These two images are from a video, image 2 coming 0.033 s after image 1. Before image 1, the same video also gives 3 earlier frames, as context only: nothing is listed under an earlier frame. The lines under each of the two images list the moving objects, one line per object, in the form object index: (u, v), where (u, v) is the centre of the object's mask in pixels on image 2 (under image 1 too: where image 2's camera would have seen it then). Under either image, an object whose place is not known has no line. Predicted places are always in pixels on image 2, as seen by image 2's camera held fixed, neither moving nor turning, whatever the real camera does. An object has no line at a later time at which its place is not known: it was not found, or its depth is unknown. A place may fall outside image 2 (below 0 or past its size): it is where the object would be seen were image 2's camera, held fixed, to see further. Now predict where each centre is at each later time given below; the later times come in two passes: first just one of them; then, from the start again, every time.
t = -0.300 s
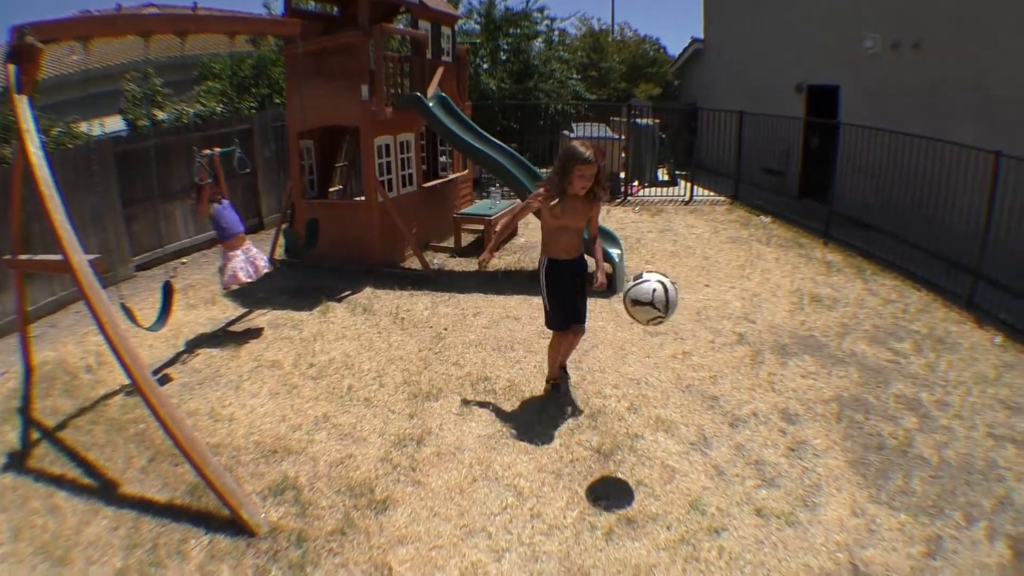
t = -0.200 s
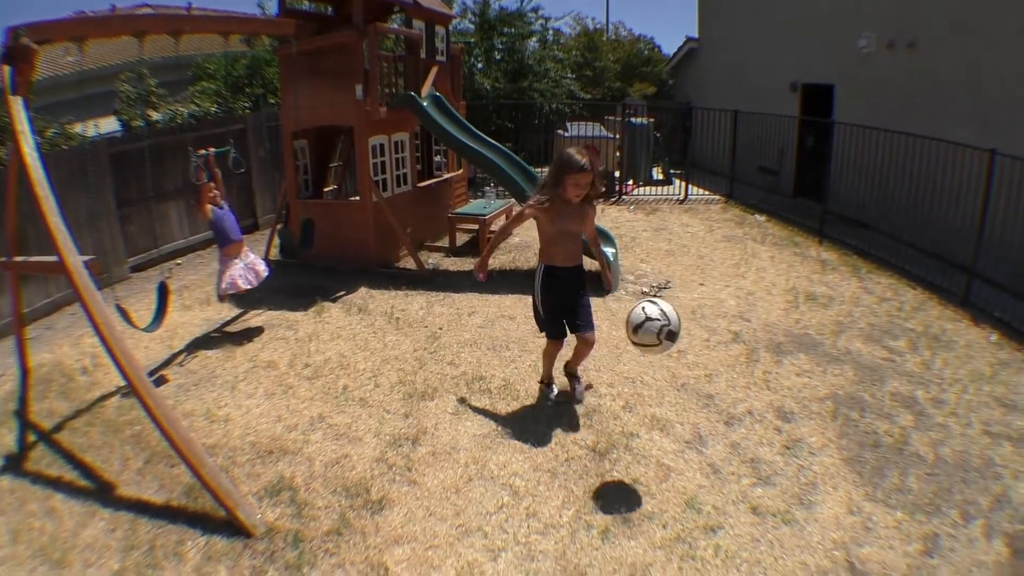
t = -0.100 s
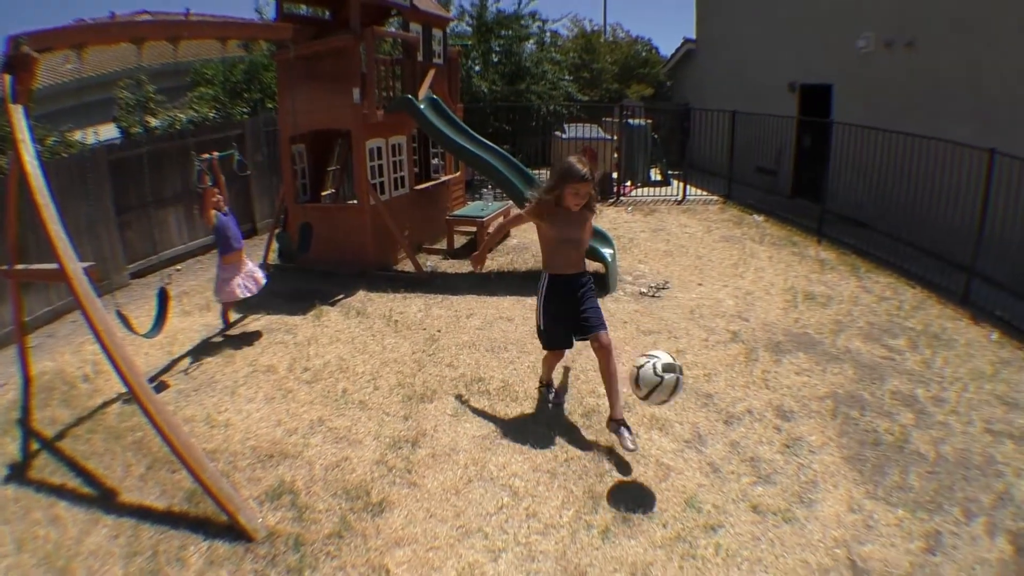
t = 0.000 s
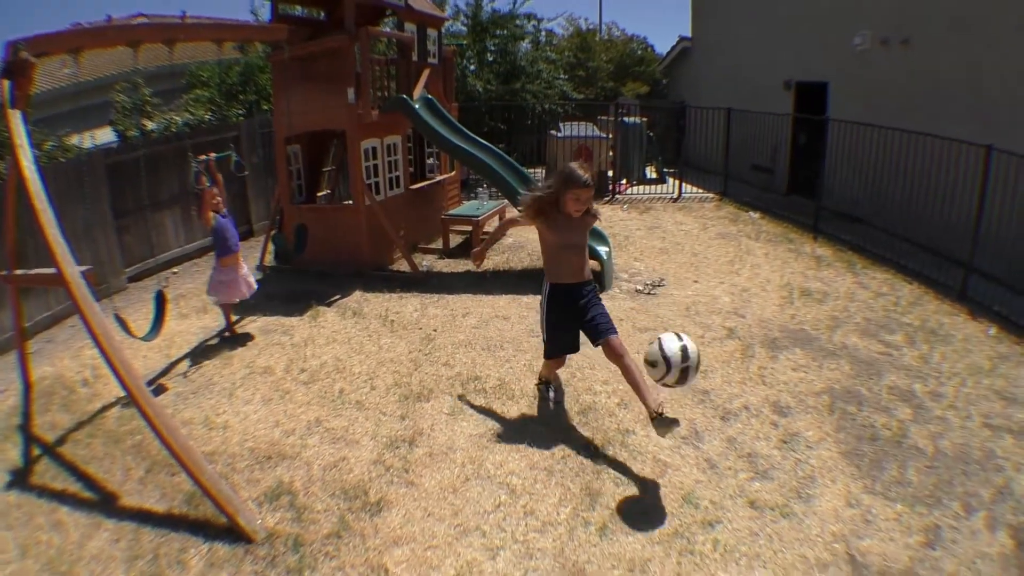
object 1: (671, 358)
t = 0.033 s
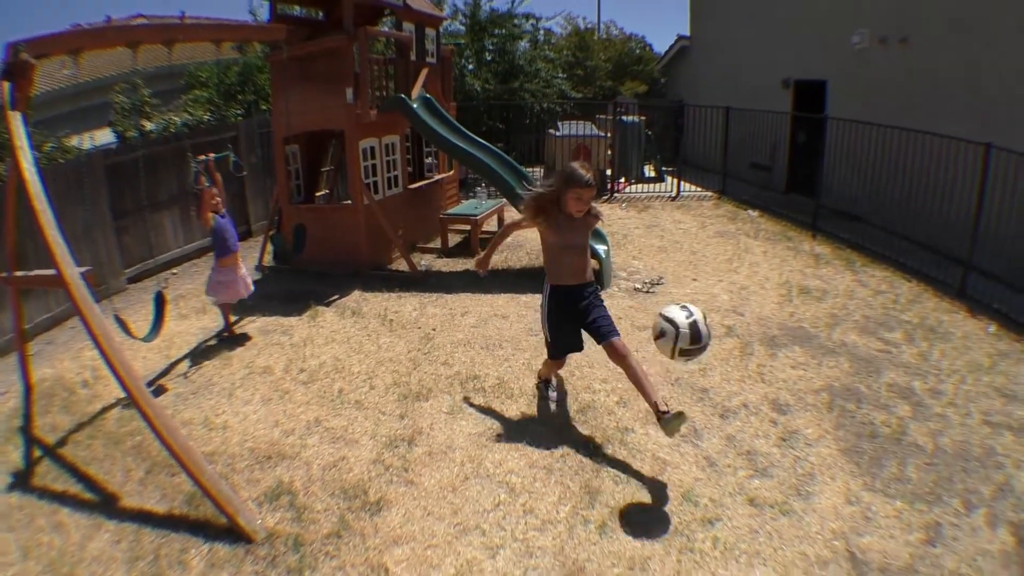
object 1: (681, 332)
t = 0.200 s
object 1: (732, 222)
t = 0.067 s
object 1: (692, 307)
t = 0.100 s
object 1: (703, 283)
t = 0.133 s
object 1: (712, 260)
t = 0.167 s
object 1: (721, 241)
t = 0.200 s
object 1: (732, 222)
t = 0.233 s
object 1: (740, 207)
